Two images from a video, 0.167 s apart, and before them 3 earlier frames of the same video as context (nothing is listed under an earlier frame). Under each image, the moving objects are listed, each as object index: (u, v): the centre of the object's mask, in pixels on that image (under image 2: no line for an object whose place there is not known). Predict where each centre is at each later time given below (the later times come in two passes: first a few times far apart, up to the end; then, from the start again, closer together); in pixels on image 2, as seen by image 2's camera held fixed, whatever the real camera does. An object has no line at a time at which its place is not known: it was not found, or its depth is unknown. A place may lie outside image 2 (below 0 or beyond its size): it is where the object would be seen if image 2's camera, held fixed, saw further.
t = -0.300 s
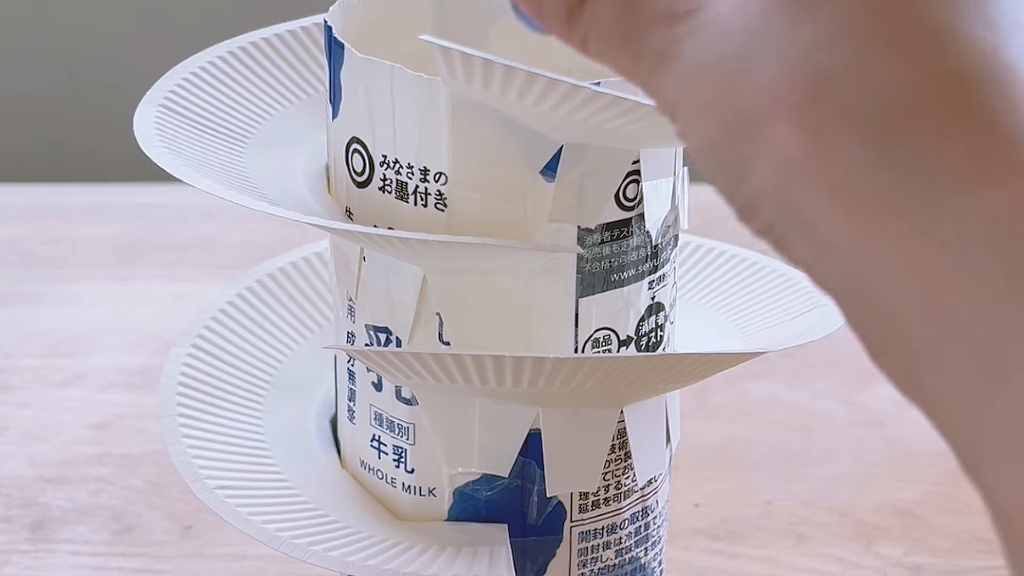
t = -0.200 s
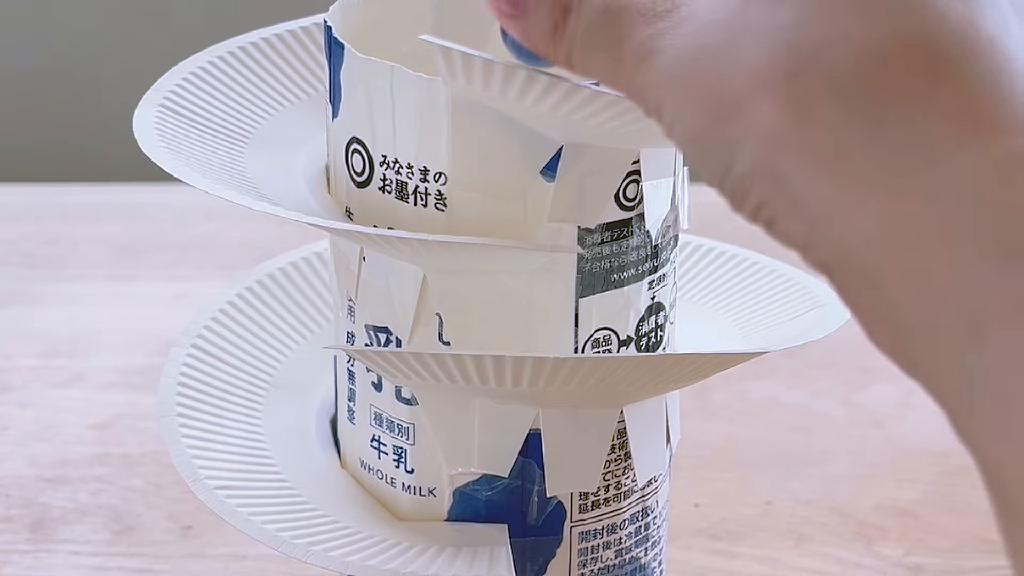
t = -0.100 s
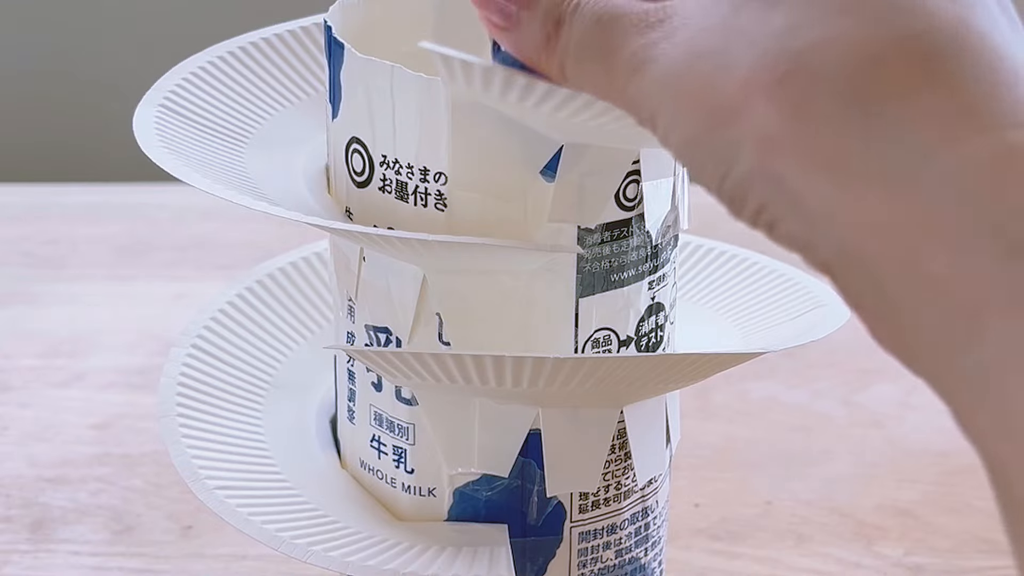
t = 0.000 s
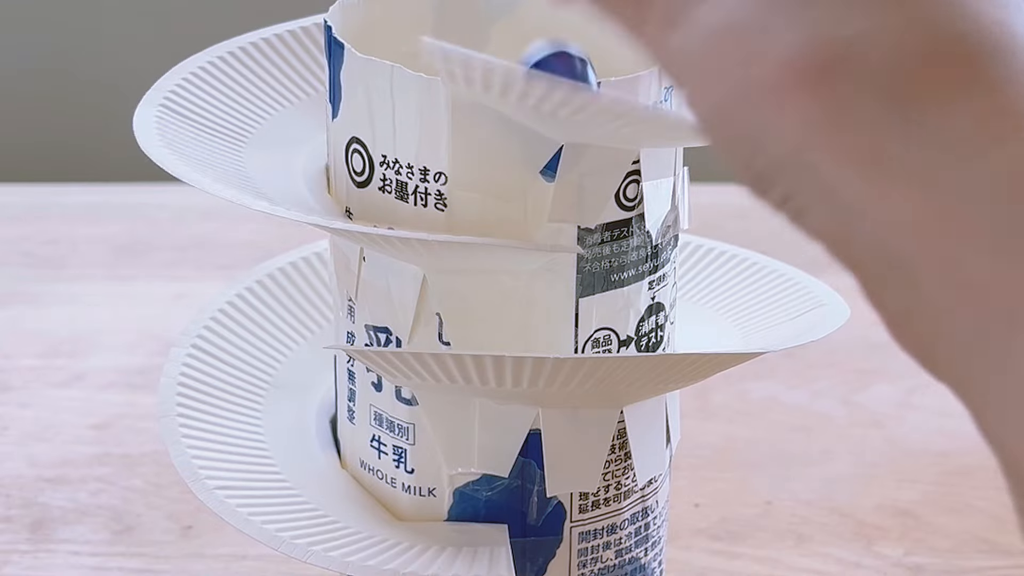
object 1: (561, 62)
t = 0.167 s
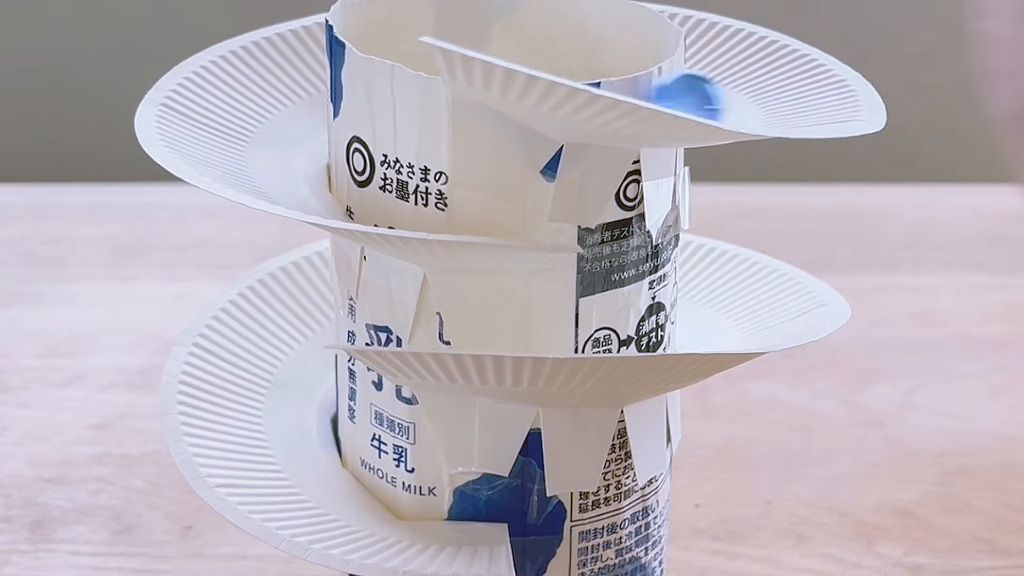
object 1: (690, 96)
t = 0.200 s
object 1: (720, 98)
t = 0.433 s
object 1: (673, 12)
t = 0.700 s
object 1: (318, 90)
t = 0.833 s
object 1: (284, 149)
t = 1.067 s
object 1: (507, 215)
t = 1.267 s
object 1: (689, 334)
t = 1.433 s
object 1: (695, 288)
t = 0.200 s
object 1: (720, 98)
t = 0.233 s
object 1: (744, 96)
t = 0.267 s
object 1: (754, 87)
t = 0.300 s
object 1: (751, 73)
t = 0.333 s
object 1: (739, 62)
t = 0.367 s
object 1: (718, 46)
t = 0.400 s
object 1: (699, 34)
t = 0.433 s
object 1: (673, 12)
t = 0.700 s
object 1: (318, 90)
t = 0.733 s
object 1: (303, 99)
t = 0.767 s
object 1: (287, 113)
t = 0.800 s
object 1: (280, 130)
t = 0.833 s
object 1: (284, 149)
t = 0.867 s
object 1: (300, 170)
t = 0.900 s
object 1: (332, 189)
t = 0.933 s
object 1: (375, 203)
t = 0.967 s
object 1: (409, 210)
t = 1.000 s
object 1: (448, 215)
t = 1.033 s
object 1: (479, 212)
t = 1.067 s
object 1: (507, 215)
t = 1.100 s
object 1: (536, 217)
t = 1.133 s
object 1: (569, 218)
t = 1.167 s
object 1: (603, 258)
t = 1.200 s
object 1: (632, 331)
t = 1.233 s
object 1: (651, 346)
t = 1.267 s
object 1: (689, 334)
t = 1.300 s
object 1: (712, 330)
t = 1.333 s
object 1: (712, 328)
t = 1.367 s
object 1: (713, 320)
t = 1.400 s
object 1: (708, 301)
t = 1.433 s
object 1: (695, 288)
